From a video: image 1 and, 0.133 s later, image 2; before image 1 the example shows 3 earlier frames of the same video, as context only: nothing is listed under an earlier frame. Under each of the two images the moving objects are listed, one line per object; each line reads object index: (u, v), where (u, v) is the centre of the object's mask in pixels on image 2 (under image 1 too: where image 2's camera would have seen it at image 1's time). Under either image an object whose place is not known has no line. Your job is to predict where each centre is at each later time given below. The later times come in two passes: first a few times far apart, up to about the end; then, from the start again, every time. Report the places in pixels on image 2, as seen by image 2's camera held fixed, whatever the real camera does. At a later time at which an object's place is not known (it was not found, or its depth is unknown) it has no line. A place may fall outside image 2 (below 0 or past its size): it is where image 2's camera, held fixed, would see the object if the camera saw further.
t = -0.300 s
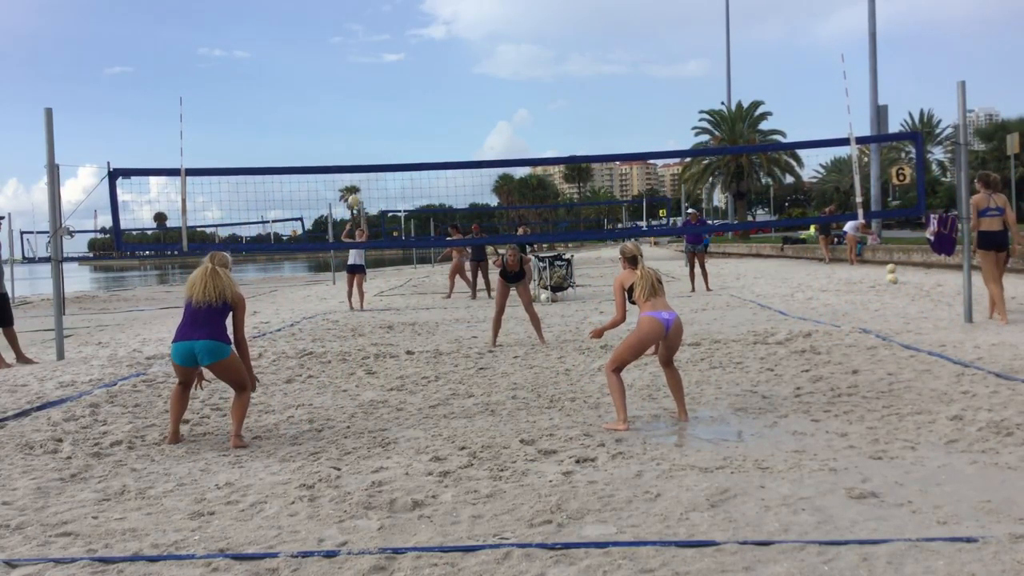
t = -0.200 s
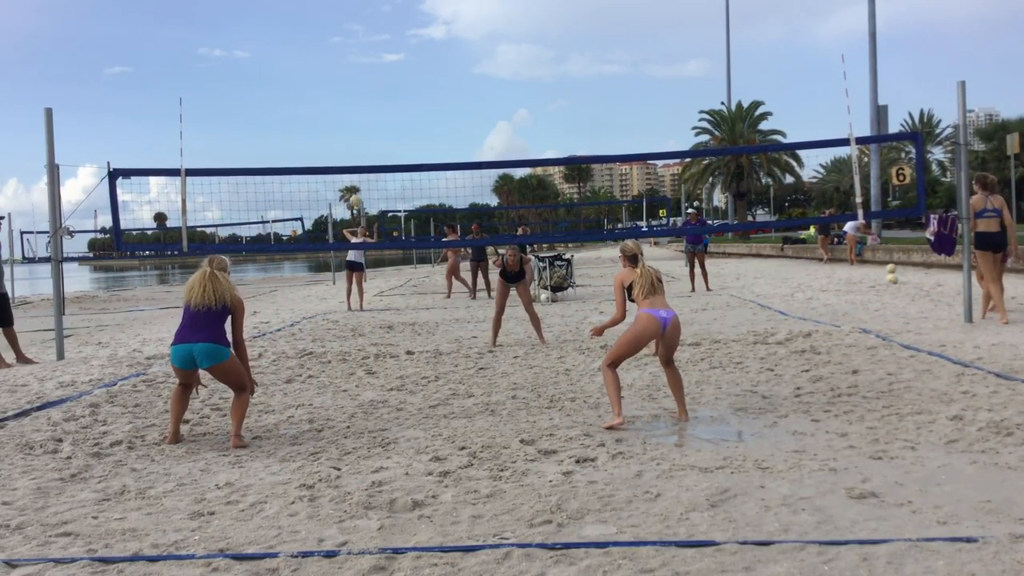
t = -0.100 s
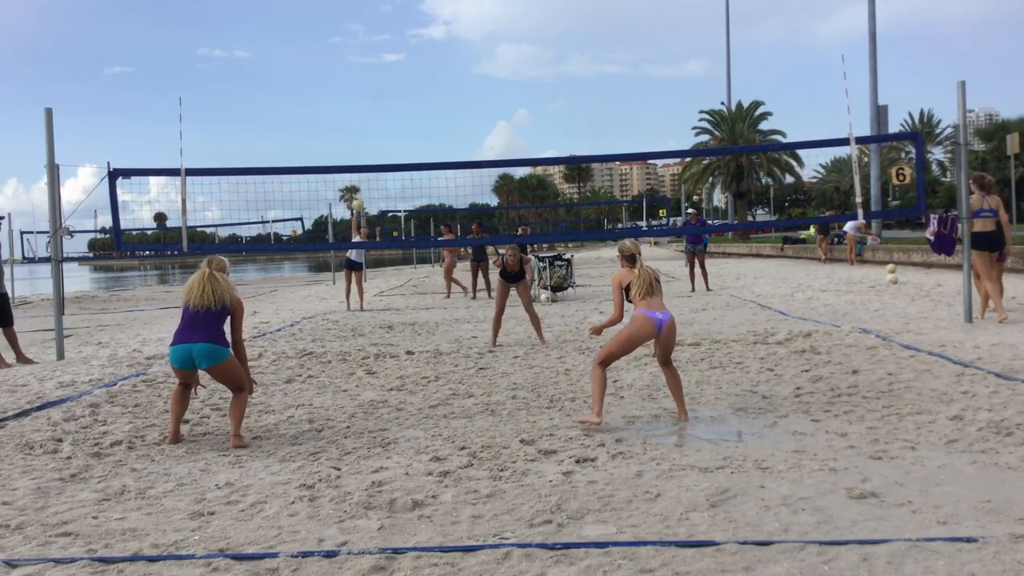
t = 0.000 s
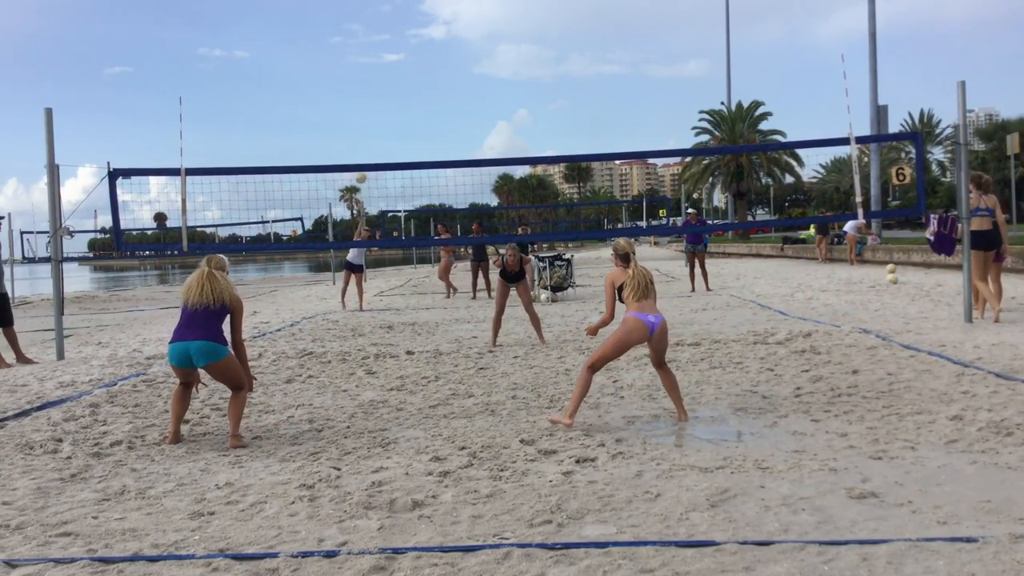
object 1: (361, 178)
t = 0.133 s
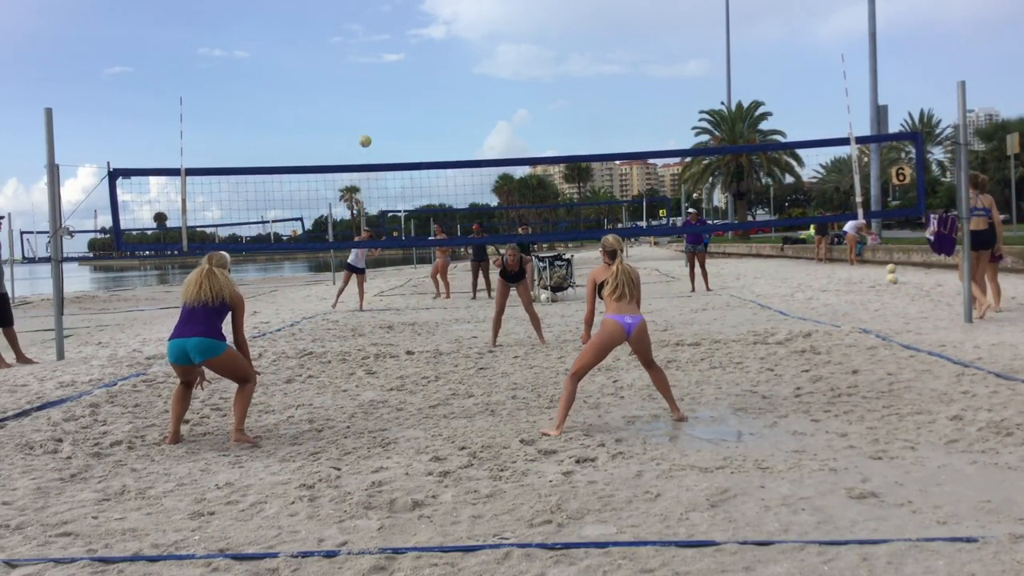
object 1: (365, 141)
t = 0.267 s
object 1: (369, 108)
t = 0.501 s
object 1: (378, 69)
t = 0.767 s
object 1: (393, 68)
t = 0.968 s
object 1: (407, 114)
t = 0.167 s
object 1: (366, 132)
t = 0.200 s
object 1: (367, 124)
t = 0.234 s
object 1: (368, 116)
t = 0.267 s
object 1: (369, 108)
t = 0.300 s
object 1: (370, 101)
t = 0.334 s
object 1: (371, 94)
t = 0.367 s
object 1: (373, 88)
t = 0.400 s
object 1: (374, 82)
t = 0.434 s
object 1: (375, 78)
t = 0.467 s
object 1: (377, 73)
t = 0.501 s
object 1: (378, 69)
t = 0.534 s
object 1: (380, 66)
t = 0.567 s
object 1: (381, 64)
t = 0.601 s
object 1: (383, 63)
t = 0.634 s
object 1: (385, 62)
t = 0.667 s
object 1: (387, 62)
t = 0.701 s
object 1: (389, 63)
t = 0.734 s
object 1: (391, 65)
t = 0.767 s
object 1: (393, 68)
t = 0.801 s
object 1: (395, 72)
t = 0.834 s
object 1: (398, 78)
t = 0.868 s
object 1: (400, 84)
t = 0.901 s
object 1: (402, 92)
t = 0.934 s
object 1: (405, 102)
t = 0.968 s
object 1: (407, 114)
